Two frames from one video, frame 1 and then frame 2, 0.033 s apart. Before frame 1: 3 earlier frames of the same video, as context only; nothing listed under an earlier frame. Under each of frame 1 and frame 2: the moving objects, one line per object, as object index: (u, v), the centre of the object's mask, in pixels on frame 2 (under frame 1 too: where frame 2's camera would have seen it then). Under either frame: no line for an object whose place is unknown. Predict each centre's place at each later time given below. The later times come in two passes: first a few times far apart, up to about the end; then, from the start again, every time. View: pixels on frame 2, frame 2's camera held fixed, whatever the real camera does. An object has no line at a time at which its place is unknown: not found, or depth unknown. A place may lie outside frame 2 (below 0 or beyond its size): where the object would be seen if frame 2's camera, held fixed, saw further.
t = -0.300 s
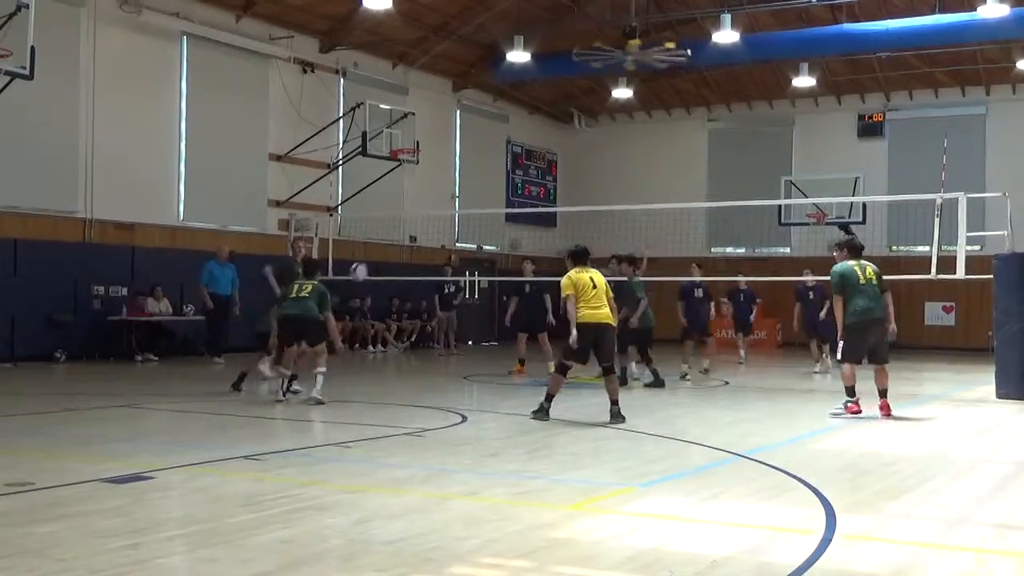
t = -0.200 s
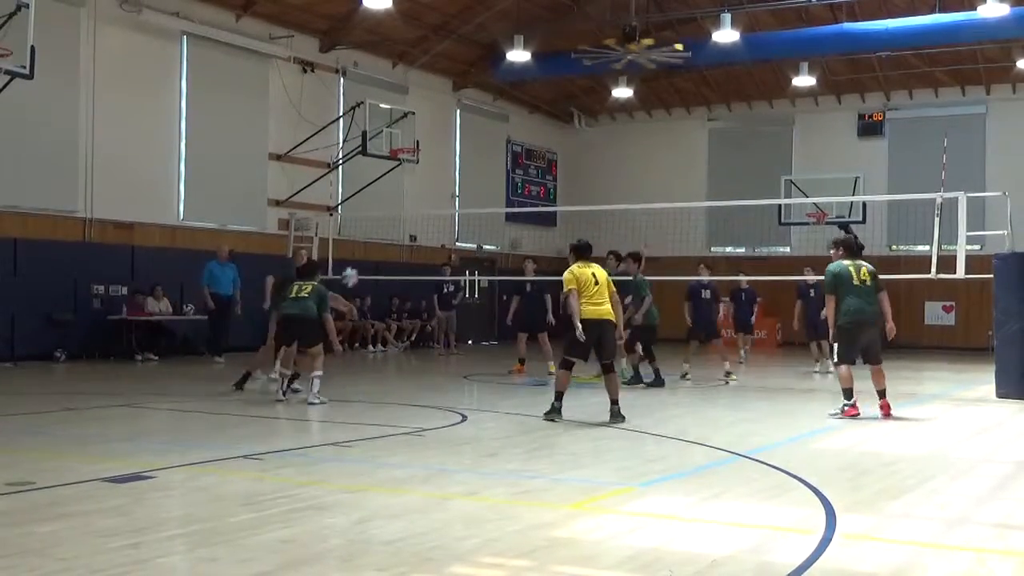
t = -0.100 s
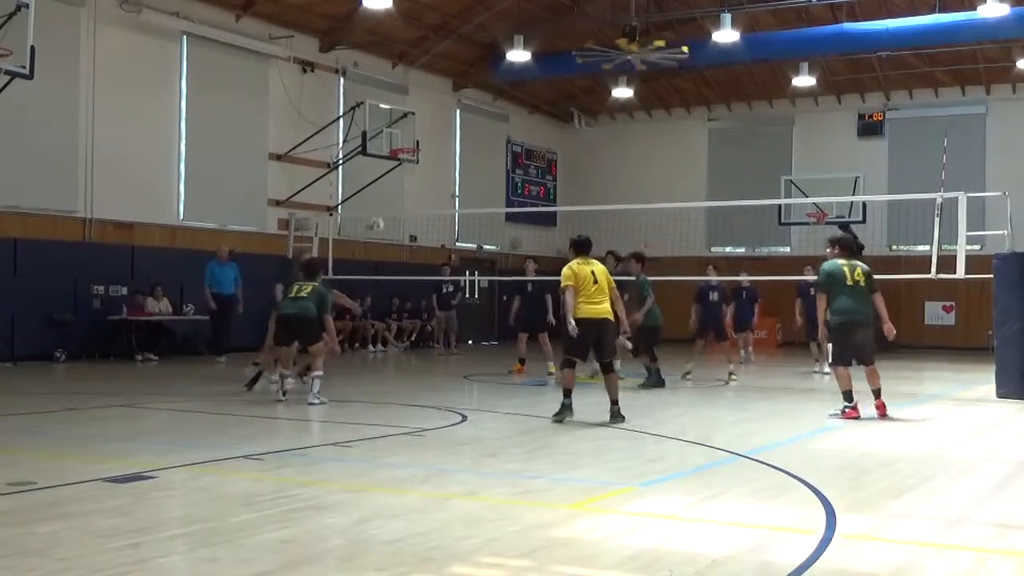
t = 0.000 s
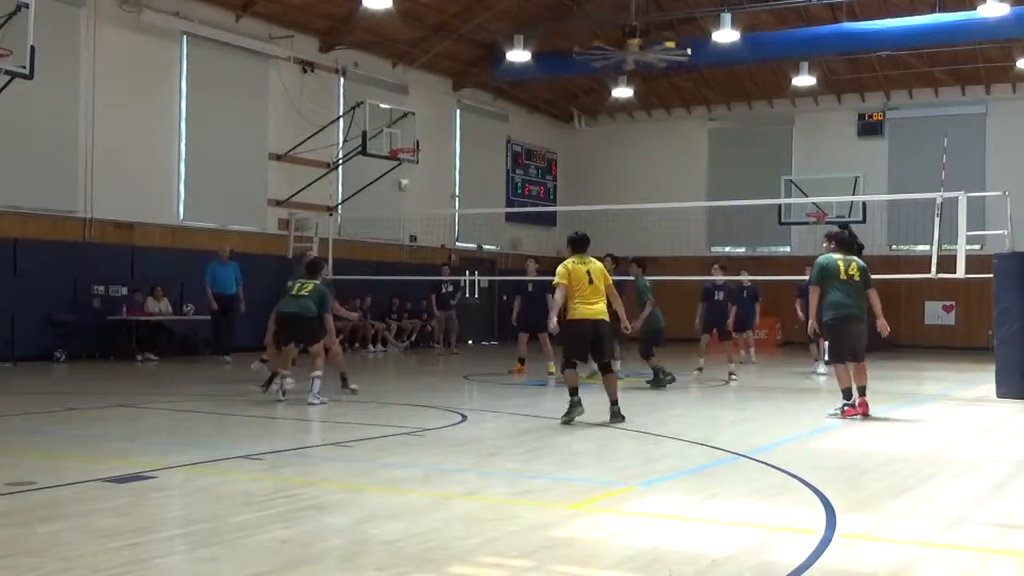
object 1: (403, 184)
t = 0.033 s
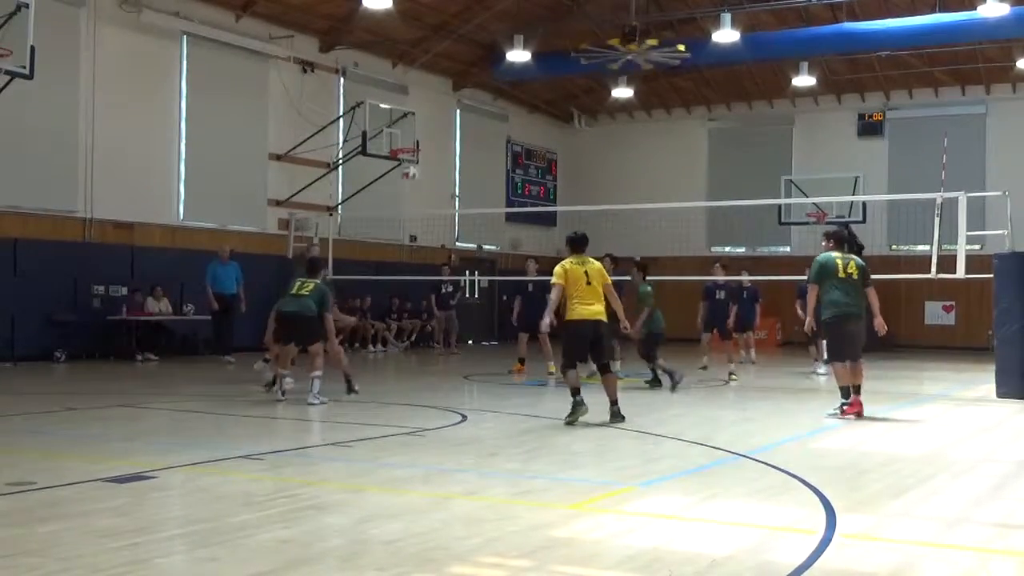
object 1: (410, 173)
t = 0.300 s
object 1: (469, 118)
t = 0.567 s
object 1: (523, 117)
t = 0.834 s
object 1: (571, 167)
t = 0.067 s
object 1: (419, 163)
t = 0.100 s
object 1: (427, 154)
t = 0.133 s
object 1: (432, 146)
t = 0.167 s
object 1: (440, 140)
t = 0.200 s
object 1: (446, 132)
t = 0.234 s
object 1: (456, 127)
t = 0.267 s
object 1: (462, 122)
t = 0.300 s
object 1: (469, 118)
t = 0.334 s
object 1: (477, 115)
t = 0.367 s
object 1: (486, 112)
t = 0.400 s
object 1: (490, 112)
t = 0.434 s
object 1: (498, 111)
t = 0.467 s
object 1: (504, 112)
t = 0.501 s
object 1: (510, 113)
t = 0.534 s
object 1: (517, 115)
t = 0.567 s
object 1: (523, 117)
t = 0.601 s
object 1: (529, 121)
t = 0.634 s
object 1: (536, 126)
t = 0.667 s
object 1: (542, 131)
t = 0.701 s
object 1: (547, 136)
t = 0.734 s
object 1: (553, 143)
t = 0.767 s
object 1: (560, 149)
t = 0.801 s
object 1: (565, 157)
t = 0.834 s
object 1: (571, 167)
